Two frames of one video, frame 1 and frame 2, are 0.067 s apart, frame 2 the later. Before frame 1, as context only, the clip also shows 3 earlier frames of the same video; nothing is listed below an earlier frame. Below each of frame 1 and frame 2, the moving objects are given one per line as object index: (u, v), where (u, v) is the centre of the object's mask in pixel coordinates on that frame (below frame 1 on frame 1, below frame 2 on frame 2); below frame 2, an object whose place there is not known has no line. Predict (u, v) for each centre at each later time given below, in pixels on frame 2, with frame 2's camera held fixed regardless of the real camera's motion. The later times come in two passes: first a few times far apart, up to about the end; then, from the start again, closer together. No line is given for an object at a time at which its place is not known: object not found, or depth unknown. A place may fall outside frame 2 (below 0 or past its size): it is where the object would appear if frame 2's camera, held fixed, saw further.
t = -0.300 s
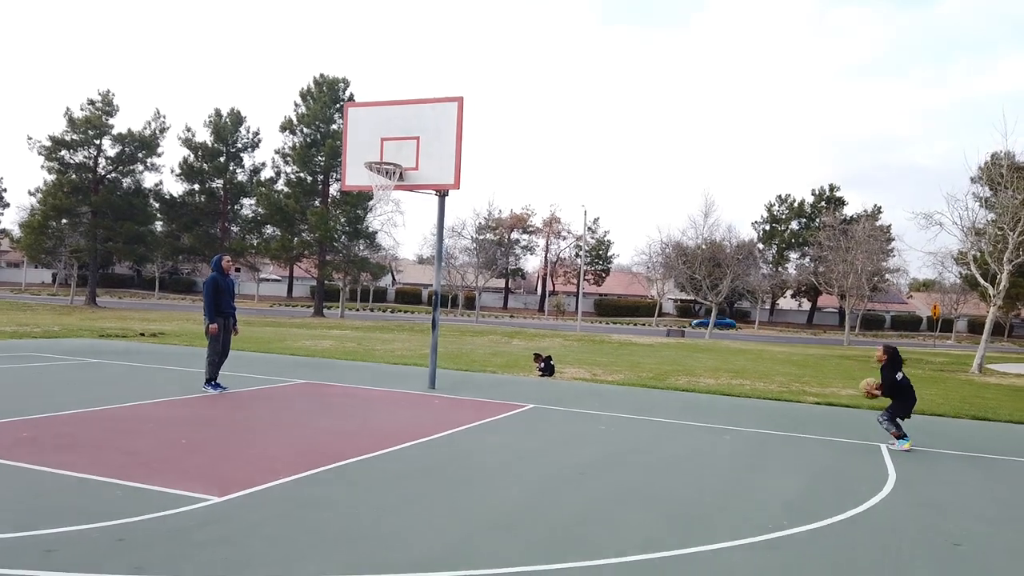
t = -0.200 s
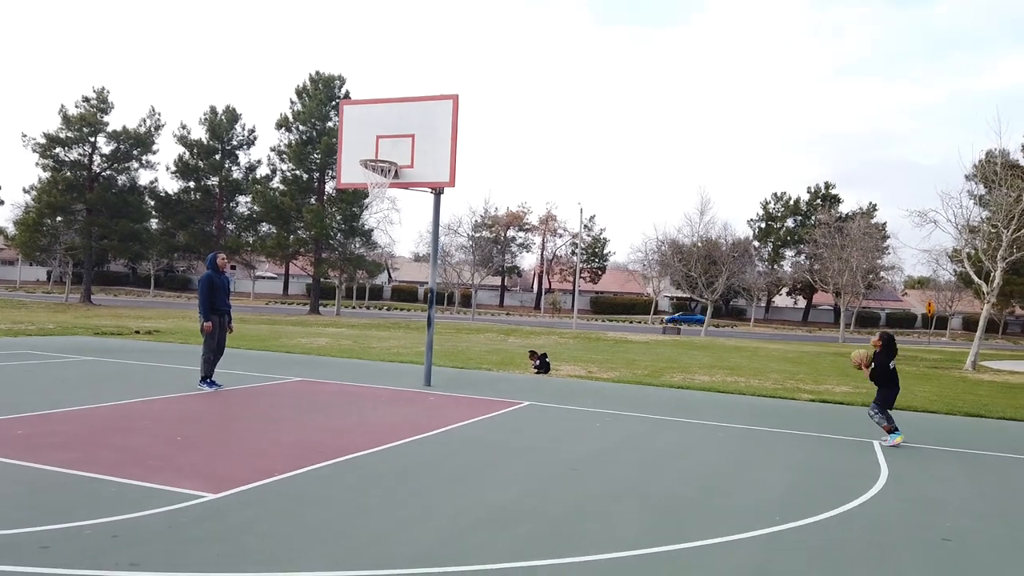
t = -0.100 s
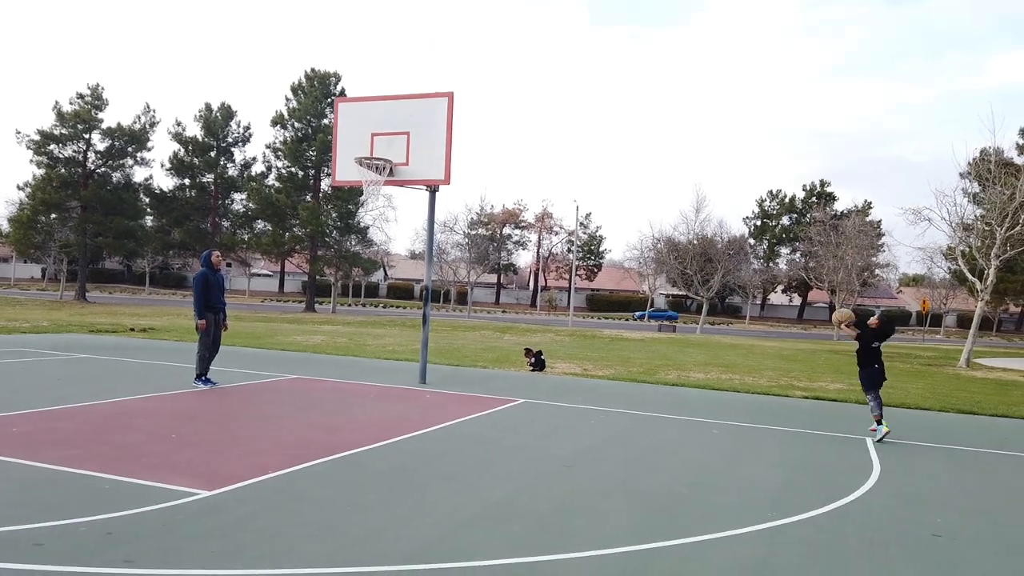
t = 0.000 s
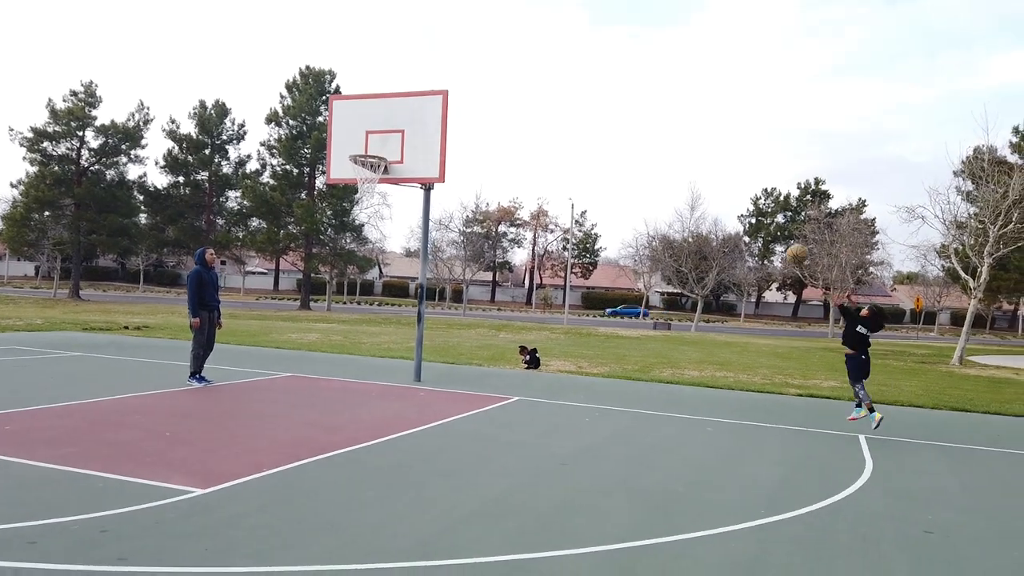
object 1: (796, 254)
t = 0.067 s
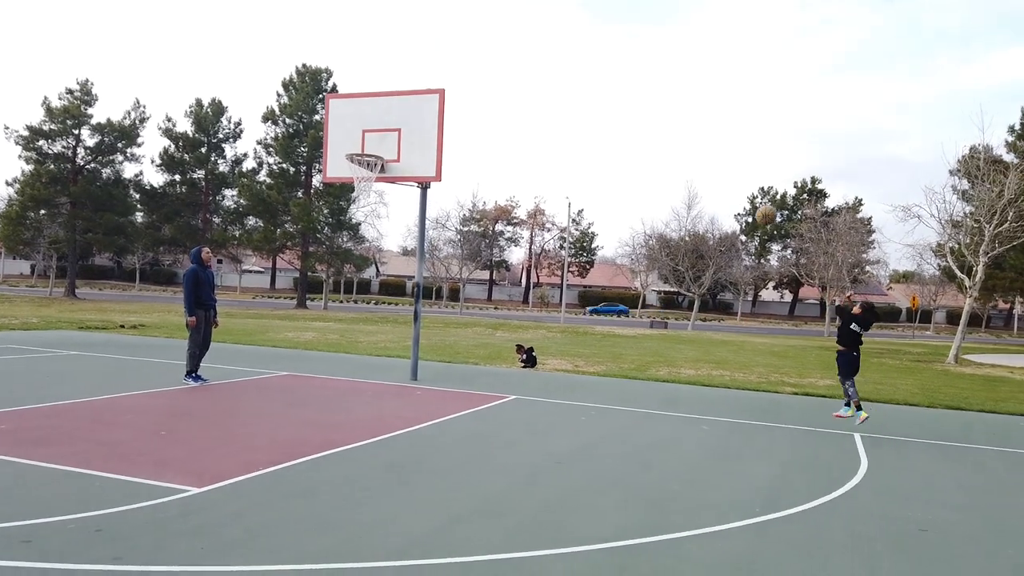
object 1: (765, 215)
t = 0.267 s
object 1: (689, 126)
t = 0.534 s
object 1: (590, 64)
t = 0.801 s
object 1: (497, 61)
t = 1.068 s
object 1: (407, 112)
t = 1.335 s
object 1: (346, 173)
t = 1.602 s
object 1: (336, 203)
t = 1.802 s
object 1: (329, 260)
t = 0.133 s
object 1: (740, 181)
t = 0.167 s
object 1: (727, 166)
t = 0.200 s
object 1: (714, 152)
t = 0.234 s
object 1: (701, 138)
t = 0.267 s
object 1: (689, 126)
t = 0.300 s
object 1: (676, 115)
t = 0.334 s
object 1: (664, 105)
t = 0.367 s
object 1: (652, 95)
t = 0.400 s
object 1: (639, 87)
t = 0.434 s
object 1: (627, 80)
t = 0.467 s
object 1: (615, 74)
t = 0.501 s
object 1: (603, 68)
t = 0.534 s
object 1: (590, 64)
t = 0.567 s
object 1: (579, 60)
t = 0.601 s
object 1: (567, 58)
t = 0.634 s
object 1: (555, 56)
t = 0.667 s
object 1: (543, 55)
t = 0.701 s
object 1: (532, 55)
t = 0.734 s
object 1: (520, 56)
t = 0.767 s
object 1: (508, 58)
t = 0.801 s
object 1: (497, 61)
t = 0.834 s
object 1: (485, 64)
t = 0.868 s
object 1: (474, 69)
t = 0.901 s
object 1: (462, 74)
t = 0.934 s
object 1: (451, 80)
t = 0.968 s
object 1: (440, 86)
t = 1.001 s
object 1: (429, 94)
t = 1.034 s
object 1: (418, 102)
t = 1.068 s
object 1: (407, 112)
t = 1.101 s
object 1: (396, 121)
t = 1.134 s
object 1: (385, 132)
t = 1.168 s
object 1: (374, 144)
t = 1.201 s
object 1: (363, 151)
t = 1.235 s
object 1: (349, 165)
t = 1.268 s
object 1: (348, 172)
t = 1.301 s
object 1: (347, 172)
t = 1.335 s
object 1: (346, 173)
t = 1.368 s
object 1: (345, 173)
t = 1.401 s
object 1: (345, 175)
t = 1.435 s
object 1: (345, 177)
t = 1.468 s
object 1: (343, 180)
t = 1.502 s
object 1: (341, 184)
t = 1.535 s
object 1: (342, 190)
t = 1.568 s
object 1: (337, 196)
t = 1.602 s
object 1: (336, 203)
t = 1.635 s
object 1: (335, 210)
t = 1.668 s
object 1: (335, 220)
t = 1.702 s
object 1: (334, 228)
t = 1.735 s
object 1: (333, 237)
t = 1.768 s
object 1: (331, 248)
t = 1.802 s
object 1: (329, 260)
